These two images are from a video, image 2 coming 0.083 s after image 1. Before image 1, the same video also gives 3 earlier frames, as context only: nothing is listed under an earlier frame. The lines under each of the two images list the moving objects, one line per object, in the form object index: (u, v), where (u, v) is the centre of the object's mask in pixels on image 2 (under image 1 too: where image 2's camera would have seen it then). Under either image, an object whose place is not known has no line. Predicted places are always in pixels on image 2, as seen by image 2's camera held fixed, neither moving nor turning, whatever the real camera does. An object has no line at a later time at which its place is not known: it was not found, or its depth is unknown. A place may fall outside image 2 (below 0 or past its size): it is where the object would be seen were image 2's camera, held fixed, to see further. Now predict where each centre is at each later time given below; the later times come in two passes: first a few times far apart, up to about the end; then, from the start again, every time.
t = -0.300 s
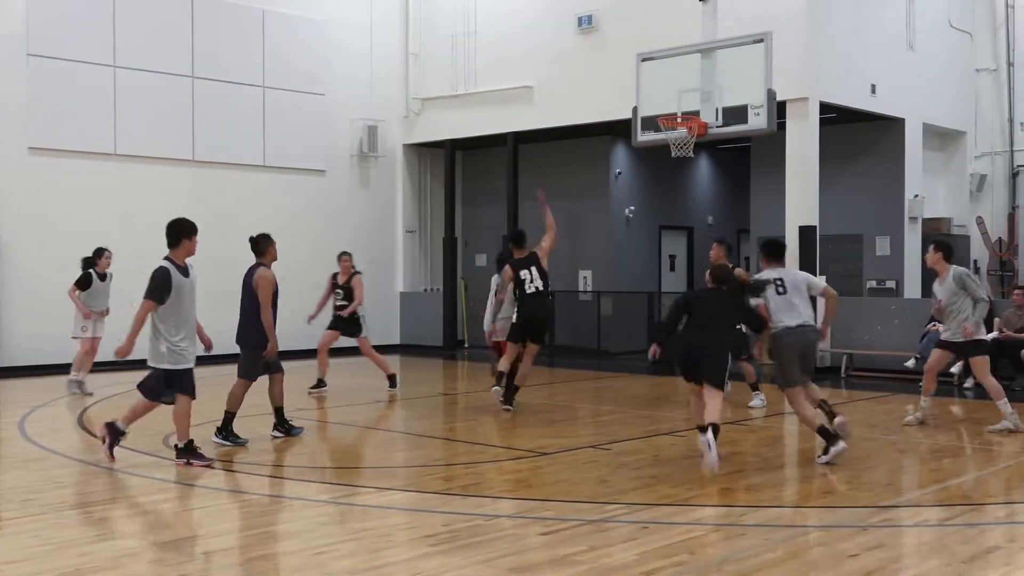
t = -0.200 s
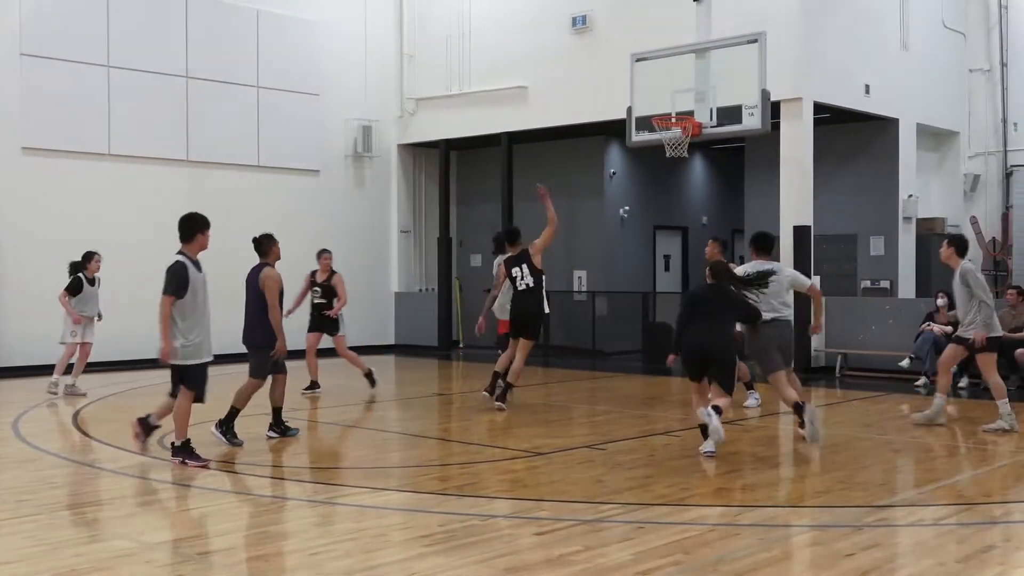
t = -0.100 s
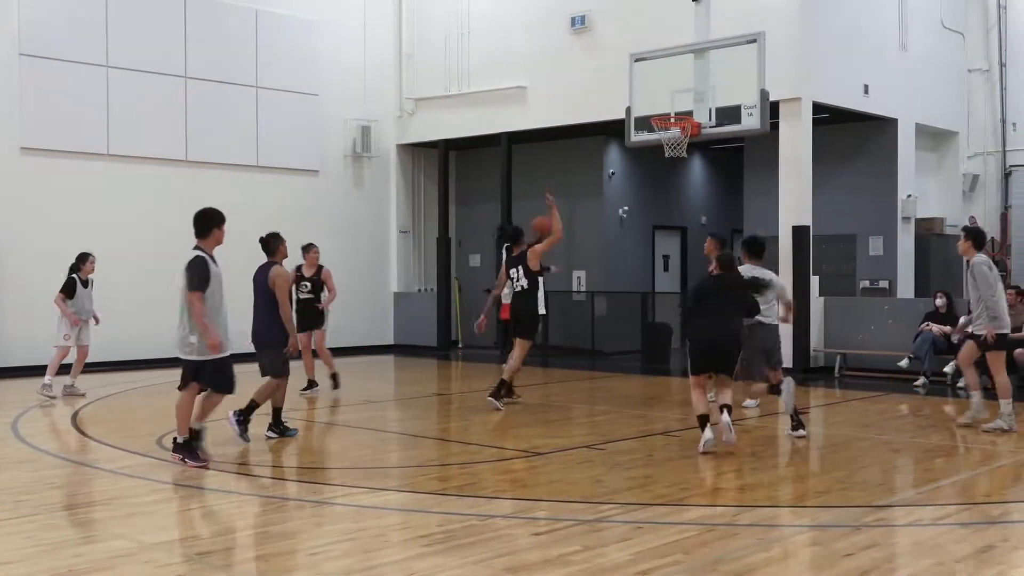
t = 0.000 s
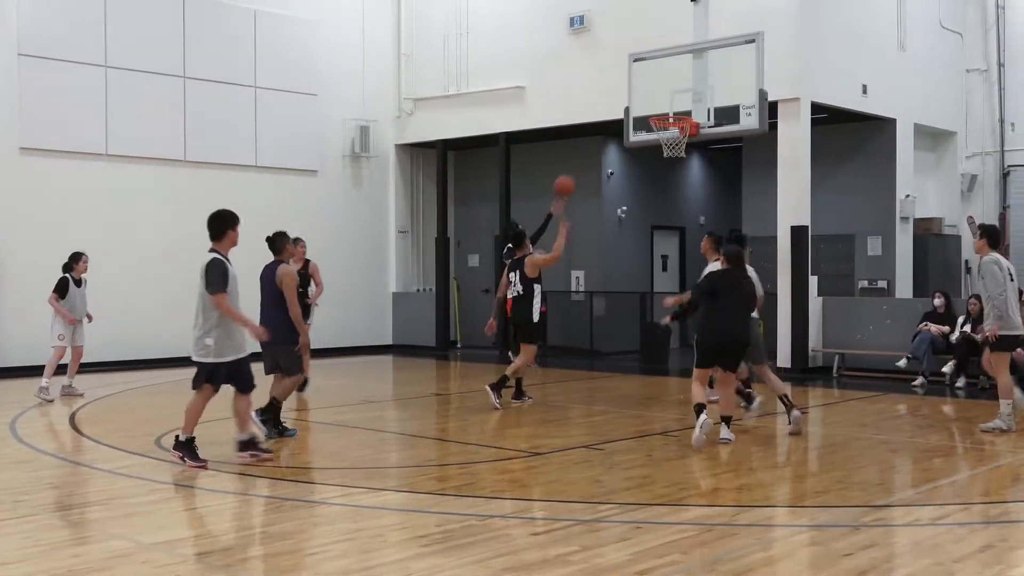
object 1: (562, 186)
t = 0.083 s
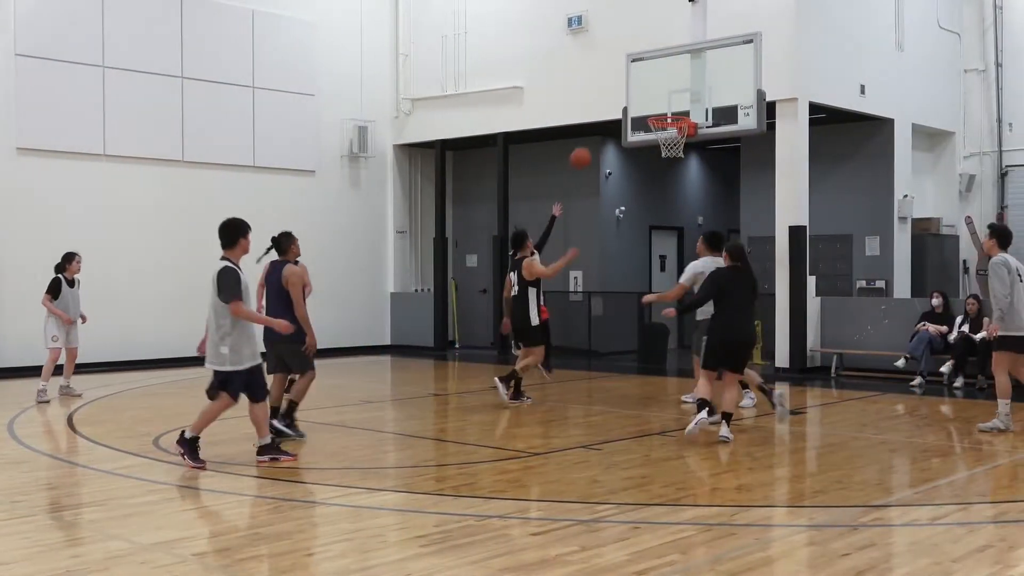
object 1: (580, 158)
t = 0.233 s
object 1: (613, 124)
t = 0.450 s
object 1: (660, 107)
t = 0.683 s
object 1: (663, 111)
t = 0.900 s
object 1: (667, 161)
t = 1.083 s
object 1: (673, 219)
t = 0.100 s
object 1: (584, 153)
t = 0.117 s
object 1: (588, 149)
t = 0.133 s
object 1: (591, 144)
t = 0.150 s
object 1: (595, 140)
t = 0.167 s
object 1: (598, 136)
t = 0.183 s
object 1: (602, 133)
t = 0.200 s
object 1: (605, 130)
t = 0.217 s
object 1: (609, 126)
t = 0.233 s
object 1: (613, 124)
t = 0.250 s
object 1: (616, 121)
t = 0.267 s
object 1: (620, 118)
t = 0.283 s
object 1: (624, 116)
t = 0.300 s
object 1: (627, 114)
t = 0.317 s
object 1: (631, 112)
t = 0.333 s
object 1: (634, 110)
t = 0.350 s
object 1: (638, 109)
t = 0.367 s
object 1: (642, 108)
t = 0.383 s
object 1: (645, 108)
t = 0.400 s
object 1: (649, 107)
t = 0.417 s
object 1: (652, 107)
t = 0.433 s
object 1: (656, 106)
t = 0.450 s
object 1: (660, 107)
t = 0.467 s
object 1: (663, 107)
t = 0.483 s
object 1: (665, 106)
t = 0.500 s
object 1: (665, 106)
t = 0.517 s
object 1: (665, 106)
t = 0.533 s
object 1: (664, 106)
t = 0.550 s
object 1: (664, 106)
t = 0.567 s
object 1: (664, 106)
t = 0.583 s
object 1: (664, 107)
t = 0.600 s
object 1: (664, 107)
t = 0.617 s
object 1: (664, 108)
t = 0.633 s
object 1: (663, 109)
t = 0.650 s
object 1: (663, 109)
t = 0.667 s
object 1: (663, 110)
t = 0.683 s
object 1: (663, 111)
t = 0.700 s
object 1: (662, 112)
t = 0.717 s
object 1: (663, 114)
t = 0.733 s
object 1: (662, 123)
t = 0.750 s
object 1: (664, 127)
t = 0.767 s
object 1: (664, 130)
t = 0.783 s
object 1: (664, 131)
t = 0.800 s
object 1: (663, 130)
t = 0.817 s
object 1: (663, 131)
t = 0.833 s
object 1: (662, 141)
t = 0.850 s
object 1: (662, 144)
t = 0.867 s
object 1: (665, 157)
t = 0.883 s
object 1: (666, 159)
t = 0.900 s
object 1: (667, 161)
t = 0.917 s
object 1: (668, 164)
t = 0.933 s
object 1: (668, 167)
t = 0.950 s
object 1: (669, 171)
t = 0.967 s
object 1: (669, 176)
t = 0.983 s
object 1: (669, 182)
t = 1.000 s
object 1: (670, 187)
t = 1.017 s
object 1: (670, 192)
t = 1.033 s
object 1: (671, 198)
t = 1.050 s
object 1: (671, 205)
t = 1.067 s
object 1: (672, 211)
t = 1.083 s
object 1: (673, 219)
